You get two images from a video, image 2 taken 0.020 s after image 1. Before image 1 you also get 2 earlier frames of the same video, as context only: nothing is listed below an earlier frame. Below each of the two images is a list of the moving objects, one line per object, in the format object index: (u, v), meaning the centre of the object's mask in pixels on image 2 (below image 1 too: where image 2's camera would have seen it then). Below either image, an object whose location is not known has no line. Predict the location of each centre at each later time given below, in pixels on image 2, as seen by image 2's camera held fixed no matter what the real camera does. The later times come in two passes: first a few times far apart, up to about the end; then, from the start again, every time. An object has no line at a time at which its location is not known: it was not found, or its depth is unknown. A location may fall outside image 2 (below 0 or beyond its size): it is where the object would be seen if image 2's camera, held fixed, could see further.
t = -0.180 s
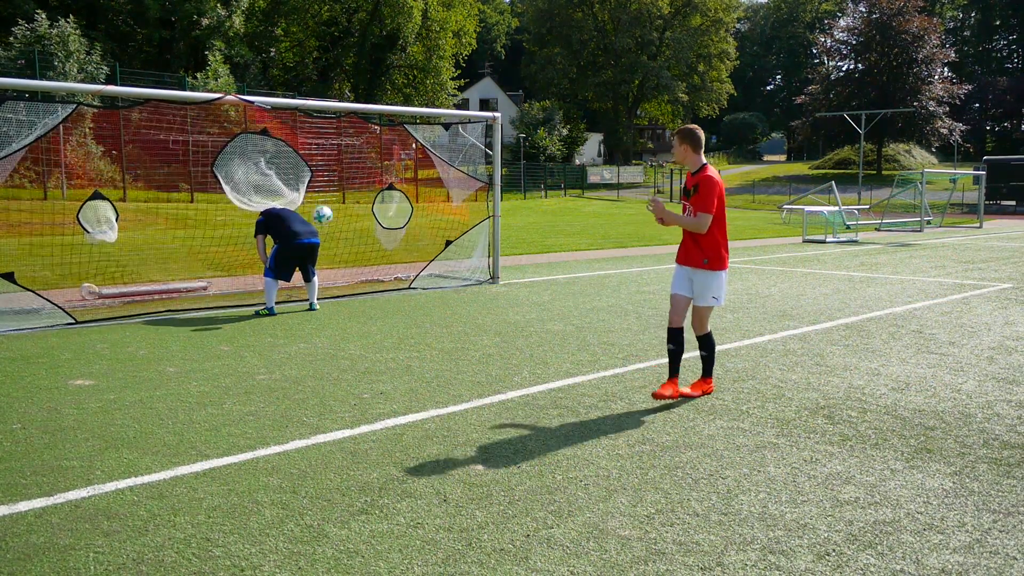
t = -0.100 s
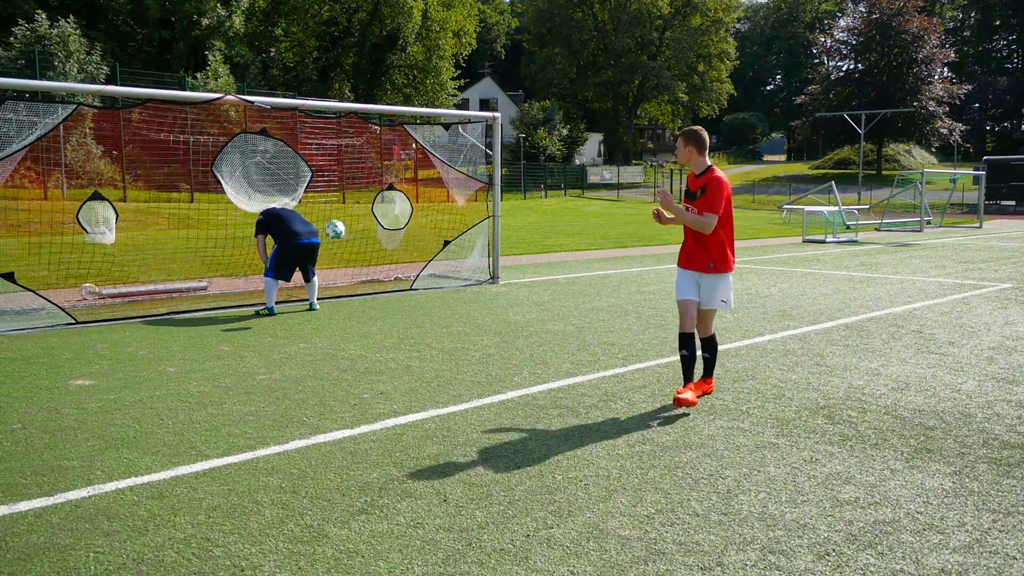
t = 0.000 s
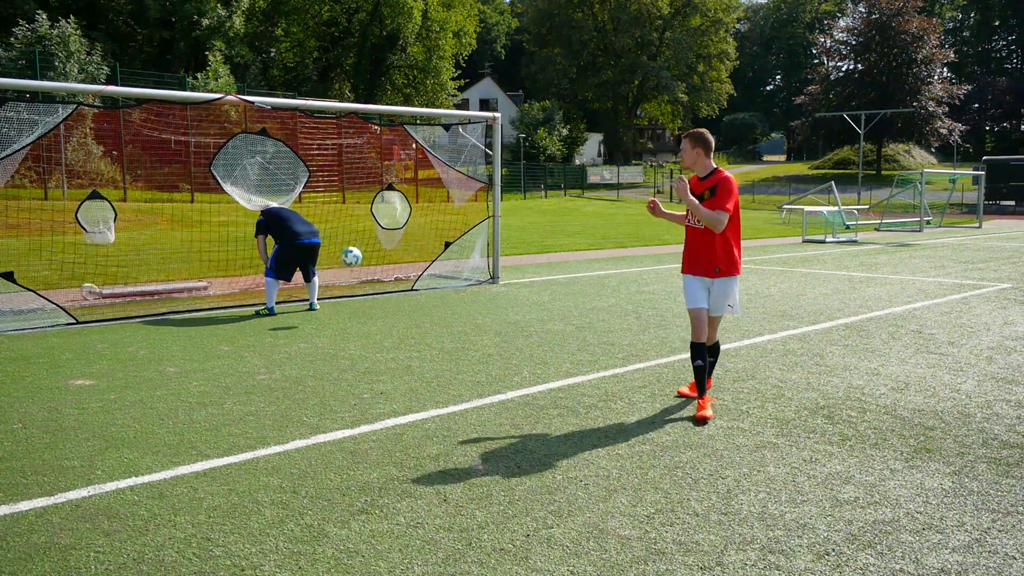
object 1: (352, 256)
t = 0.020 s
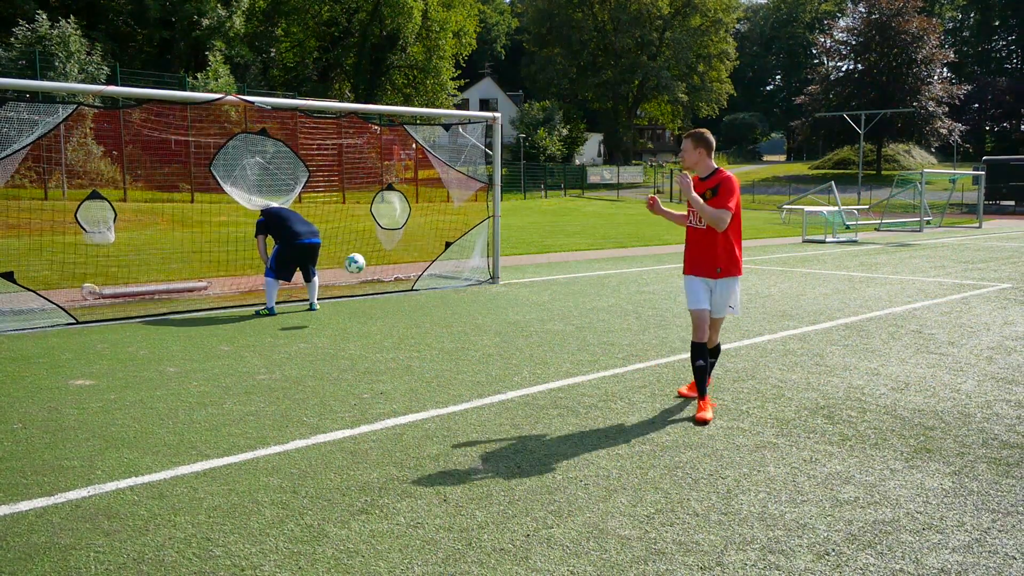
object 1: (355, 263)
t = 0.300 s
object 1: (400, 283)
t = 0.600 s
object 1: (451, 278)
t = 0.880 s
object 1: (504, 324)
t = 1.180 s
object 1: (568, 322)
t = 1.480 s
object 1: (639, 343)
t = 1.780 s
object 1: (719, 367)
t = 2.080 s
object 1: (805, 386)
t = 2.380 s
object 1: (900, 402)
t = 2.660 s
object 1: (996, 418)
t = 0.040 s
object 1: (358, 270)
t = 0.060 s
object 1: (362, 277)
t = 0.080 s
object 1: (365, 286)
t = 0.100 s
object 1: (369, 294)
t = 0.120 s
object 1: (372, 302)
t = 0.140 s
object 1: (375, 312)
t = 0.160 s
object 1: (378, 314)
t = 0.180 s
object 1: (381, 309)
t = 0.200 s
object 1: (384, 303)
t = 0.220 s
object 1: (388, 299)
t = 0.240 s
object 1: (391, 294)
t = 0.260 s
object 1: (394, 290)
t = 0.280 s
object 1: (397, 287)
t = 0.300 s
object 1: (400, 283)
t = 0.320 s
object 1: (403, 280)
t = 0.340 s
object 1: (406, 278)
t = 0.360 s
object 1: (409, 276)
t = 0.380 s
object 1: (413, 274)
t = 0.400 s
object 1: (416, 271)
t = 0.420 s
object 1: (419, 270)
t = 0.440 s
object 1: (423, 270)
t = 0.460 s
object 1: (426, 269)
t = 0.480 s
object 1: (430, 269)
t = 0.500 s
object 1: (433, 269)
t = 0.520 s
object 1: (437, 270)
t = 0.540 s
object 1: (440, 271)
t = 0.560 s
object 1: (444, 272)
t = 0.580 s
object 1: (447, 275)
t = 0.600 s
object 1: (451, 278)
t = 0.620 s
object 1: (455, 281)
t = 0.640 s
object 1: (458, 283)
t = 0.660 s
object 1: (461, 287)
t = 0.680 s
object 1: (466, 292)
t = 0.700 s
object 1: (469, 296)
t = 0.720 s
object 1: (473, 301)
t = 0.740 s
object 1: (477, 307)
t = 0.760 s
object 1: (481, 313)
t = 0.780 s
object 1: (485, 319)
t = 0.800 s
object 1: (489, 327)
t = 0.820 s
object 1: (493, 334)
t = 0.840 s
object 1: (496, 332)
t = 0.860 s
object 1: (501, 328)
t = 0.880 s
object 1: (504, 324)
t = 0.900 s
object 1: (508, 321)
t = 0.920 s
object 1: (512, 318)
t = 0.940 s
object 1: (516, 316)
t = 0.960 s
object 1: (520, 314)
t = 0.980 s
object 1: (524, 312)
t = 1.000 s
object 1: (529, 311)
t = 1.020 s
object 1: (533, 311)
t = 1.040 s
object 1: (537, 310)
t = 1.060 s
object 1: (541, 311)
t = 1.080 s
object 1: (545, 311)
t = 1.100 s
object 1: (550, 312)
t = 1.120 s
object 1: (554, 314)
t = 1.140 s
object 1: (559, 316)
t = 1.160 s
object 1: (563, 319)
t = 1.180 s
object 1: (568, 322)
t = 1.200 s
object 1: (572, 325)
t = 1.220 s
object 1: (576, 330)
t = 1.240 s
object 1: (581, 334)
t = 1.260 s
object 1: (586, 340)
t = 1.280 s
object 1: (591, 345)
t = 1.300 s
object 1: (595, 352)
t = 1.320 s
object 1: (600, 350)
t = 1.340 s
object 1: (604, 348)
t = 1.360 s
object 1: (609, 346)
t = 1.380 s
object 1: (614, 344)
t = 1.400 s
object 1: (619, 343)
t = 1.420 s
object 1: (624, 342)
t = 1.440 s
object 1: (628, 342)
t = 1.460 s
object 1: (634, 342)
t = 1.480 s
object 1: (639, 343)
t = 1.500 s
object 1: (644, 345)
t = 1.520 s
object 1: (649, 346)
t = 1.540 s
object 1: (654, 349)
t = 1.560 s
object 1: (660, 352)
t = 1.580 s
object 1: (664, 355)
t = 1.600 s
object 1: (670, 360)
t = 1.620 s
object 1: (676, 364)
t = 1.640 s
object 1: (680, 365)
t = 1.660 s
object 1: (686, 363)
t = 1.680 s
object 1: (691, 362)
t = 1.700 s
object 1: (697, 362)
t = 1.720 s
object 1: (702, 362)
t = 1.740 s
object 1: (707, 363)
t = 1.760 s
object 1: (713, 365)
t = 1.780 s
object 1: (719, 367)
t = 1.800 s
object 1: (724, 369)
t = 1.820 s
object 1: (730, 372)
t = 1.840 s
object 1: (736, 375)
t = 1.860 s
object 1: (742, 374)
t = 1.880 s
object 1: (747, 374)
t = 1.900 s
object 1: (753, 374)
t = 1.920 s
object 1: (759, 374)
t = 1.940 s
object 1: (764, 376)
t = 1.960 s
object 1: (770, 378)
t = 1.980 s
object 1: (776, 381)
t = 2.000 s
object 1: (782, 382)
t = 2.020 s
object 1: (788, 382)
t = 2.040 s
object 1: (794, 383)
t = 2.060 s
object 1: (800, 384)
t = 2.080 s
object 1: (805, 386)
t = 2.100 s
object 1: (811, 387)
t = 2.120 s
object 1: (818, 388)
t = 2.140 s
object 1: (824, 388)
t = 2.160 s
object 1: (830, 390)
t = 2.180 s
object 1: (837, 391)
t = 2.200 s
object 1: (843, 392)
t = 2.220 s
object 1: (849, 393)
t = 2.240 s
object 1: (856, 394)
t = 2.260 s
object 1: (862, 395)
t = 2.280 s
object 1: (869, 396)
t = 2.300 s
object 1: (875, 397)
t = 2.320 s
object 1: (881, 398)
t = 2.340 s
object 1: (888, 400)
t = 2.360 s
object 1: (894, 401)
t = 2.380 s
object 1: (900, 402)
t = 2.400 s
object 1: (906, 402)
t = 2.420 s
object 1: (913, 404)
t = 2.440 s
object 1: (920, 405)
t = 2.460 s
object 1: (927, 406)
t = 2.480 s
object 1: (934, 407)
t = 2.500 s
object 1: (941, 409)
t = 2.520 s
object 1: (947, 410)
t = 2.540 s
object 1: (954, 410)
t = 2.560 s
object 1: (961, 412)
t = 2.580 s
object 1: (968, 413)
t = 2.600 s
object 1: (975, 415)
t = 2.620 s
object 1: (982, 416)
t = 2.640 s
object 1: (989, 416)
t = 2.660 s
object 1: (996, 418)
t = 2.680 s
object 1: (1003, 419)
